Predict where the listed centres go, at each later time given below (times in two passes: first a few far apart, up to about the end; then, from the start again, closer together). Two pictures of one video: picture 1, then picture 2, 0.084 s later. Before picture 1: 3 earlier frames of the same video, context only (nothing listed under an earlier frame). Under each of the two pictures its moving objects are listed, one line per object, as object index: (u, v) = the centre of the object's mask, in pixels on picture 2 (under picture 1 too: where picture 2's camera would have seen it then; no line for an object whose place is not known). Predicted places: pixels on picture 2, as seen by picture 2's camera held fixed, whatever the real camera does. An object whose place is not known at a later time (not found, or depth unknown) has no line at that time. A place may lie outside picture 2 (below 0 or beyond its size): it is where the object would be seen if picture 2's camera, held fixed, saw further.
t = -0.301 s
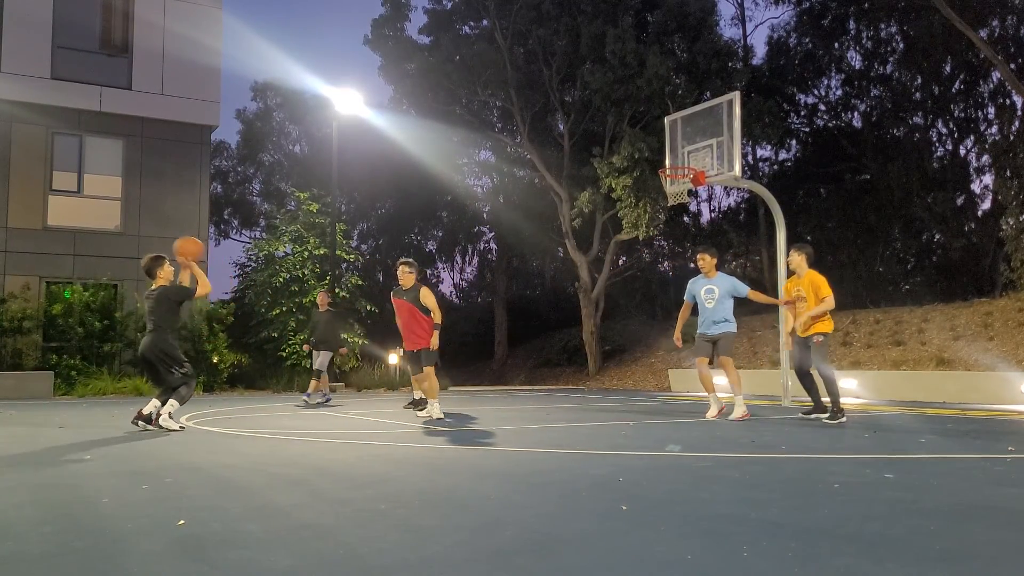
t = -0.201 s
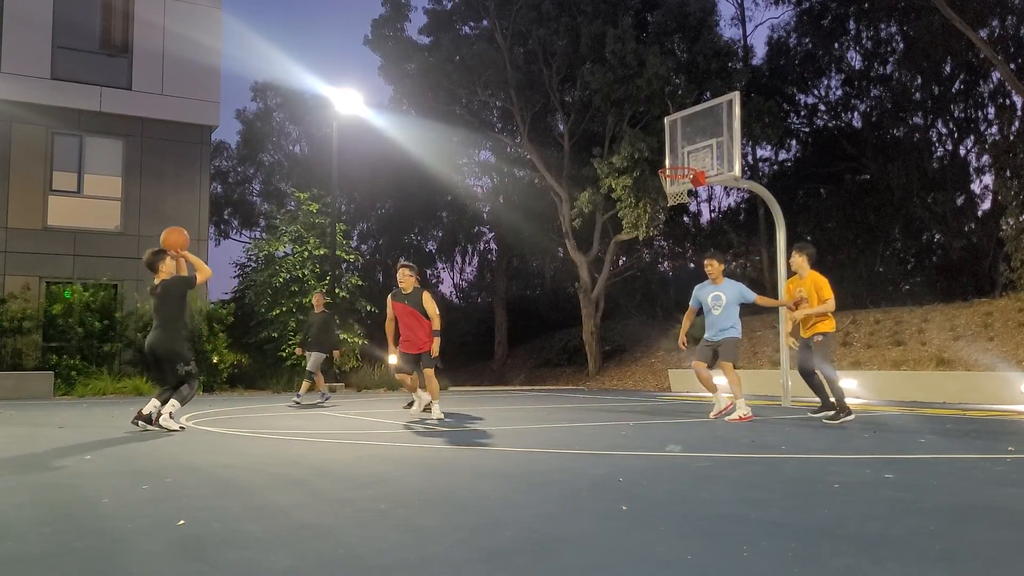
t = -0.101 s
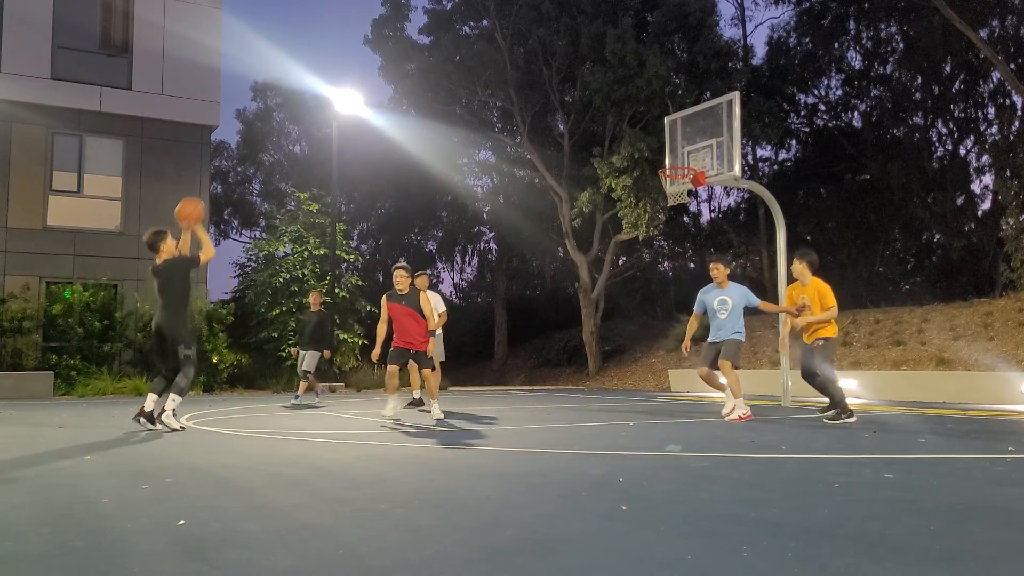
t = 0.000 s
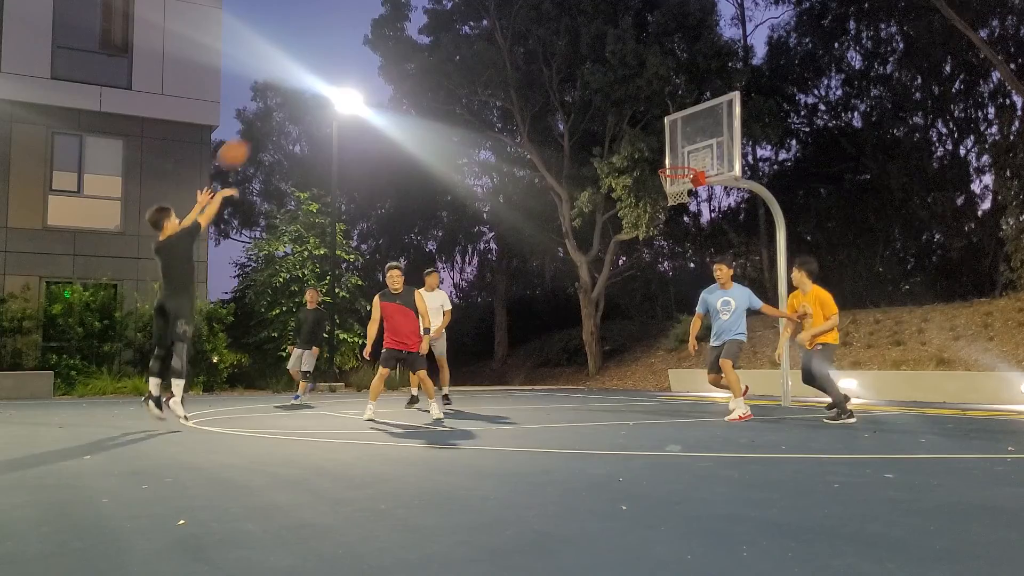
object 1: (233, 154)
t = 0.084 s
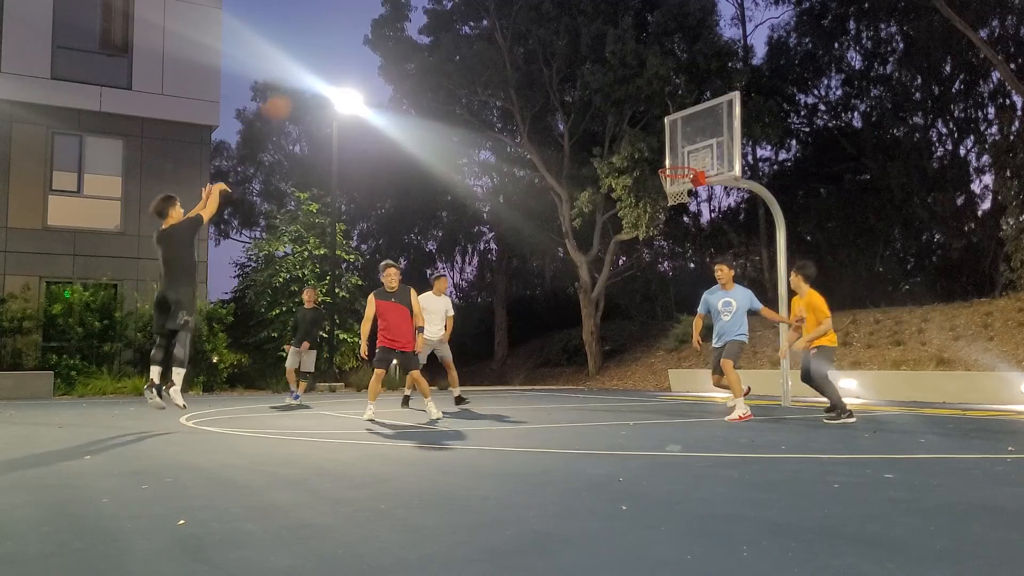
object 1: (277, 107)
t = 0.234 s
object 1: (349, 49)
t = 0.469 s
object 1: (445, 8)
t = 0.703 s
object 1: (527, 14)
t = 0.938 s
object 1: (600, 62)
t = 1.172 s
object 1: (664, 144)
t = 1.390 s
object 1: (682, 214)
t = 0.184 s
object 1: (324, 64)
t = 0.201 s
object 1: (334, 59)
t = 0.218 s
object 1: (341, 54)
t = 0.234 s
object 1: (349, 49)
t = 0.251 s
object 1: (357, 44)
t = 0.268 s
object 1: (363, 40)
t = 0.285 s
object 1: (370, 36)
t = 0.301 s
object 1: (378, 32)
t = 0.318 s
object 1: (384, 29)
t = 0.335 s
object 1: (392, 25)
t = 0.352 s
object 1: (397, 22)
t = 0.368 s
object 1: (405, 19)
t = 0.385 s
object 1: (412, 16)
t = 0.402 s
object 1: (419, 14)
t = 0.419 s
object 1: (426, 11)
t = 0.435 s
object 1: (433, 10)
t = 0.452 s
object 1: (436, 10)
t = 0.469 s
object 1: (445, 8)
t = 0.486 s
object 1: (449, 8)
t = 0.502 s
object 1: (457, 7)
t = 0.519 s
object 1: (463, 7)
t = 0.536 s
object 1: (468, 7)
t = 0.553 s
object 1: (474, 7)
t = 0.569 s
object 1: (480, 7)
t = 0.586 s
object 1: (480, 7)
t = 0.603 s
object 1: (483, 8)
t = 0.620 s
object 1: (499, 8)
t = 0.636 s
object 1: (504, 9)
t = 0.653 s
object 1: (510, 9)
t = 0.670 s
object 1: (516, 11)
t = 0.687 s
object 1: (521, 12)
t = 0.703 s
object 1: (527, 14)
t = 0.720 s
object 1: (532, 16)
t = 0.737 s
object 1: (538, 19)
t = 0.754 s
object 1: (543, 21)
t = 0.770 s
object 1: (549, 24)
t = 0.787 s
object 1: (554, 27)
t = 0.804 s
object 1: (559, 30)
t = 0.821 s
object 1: (564, 34)
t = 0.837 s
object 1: (569, 38)
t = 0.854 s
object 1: (575, 41)
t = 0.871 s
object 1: (580, 45)
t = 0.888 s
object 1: (585, 49)
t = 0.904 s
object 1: (590, 53)
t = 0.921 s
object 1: (595, 58)
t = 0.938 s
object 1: (600, 62)
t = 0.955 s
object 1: (605, 67)
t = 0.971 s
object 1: (610, 72)
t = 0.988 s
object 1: (614, 77)
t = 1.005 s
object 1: (619, 82)
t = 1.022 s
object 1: (624, 88)
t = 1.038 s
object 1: (628, 93)
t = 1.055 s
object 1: (633, 99)
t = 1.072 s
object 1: (637, 106)
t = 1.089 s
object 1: (642, 112)
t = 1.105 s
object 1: (647, 118)
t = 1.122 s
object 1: (651, 124)
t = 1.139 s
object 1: (656, 130)
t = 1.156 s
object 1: (659, 137)
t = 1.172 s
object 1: (664, 144)
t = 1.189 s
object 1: (667, 151)
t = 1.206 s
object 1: (674, 158)
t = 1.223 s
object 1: (678, 164)
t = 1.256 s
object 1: (688, 184)
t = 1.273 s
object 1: (686, 189)
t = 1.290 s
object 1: (685, 193)
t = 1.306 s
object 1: (686, 195)
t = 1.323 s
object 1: (685, 196)
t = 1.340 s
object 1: (683, 202)
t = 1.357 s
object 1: (683, 205)
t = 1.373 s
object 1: (682, 209)
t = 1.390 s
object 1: (682, 214)
